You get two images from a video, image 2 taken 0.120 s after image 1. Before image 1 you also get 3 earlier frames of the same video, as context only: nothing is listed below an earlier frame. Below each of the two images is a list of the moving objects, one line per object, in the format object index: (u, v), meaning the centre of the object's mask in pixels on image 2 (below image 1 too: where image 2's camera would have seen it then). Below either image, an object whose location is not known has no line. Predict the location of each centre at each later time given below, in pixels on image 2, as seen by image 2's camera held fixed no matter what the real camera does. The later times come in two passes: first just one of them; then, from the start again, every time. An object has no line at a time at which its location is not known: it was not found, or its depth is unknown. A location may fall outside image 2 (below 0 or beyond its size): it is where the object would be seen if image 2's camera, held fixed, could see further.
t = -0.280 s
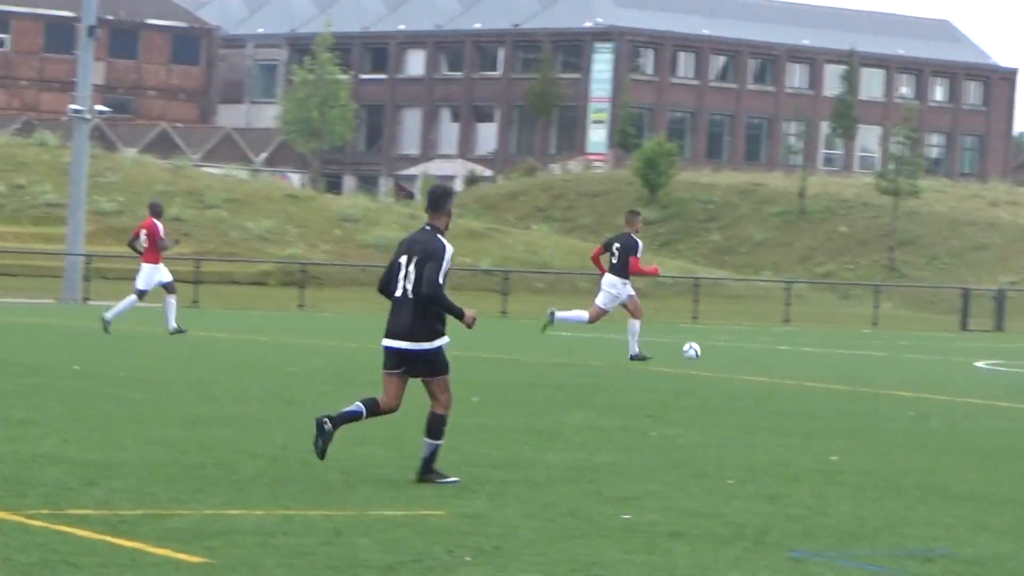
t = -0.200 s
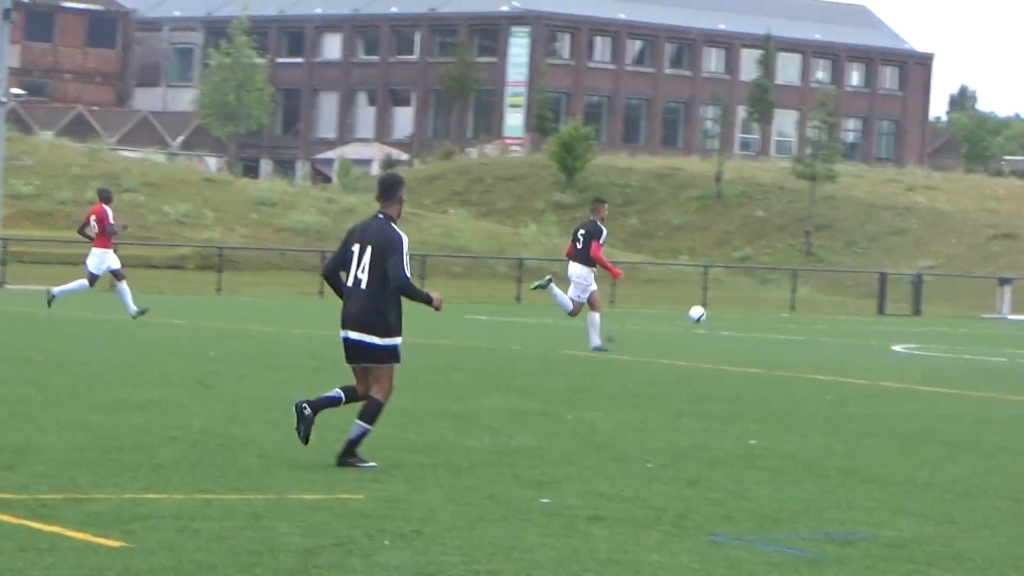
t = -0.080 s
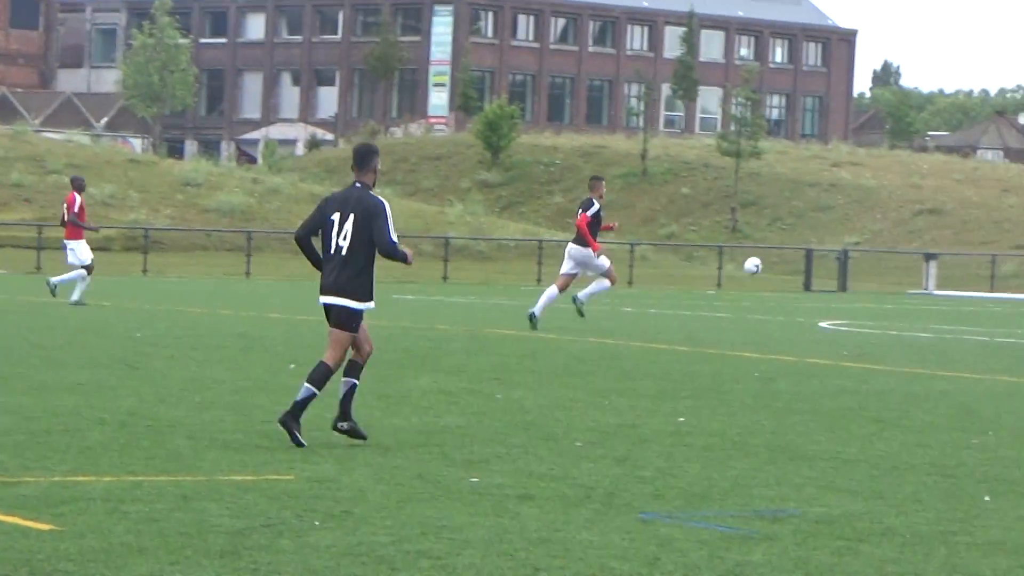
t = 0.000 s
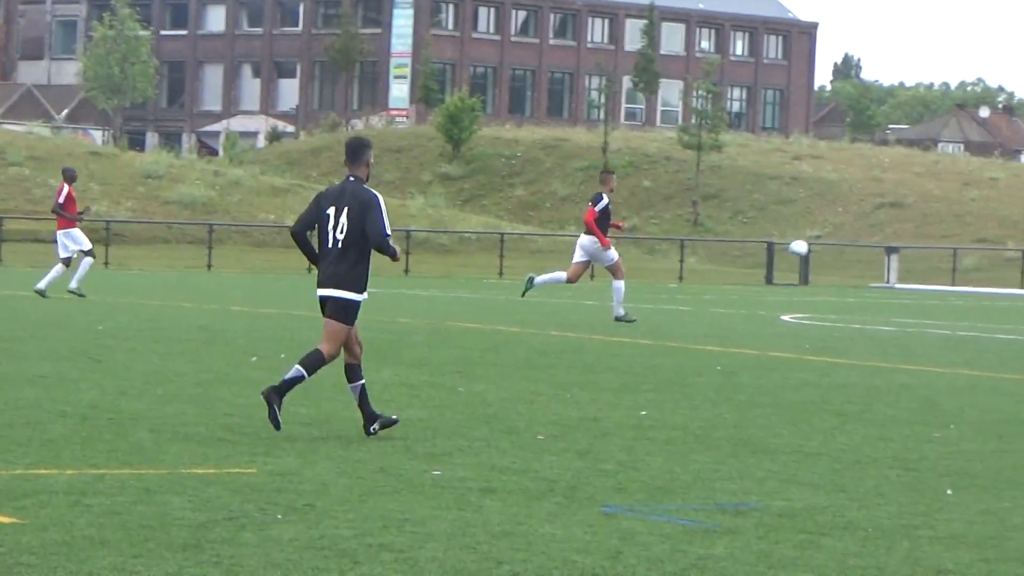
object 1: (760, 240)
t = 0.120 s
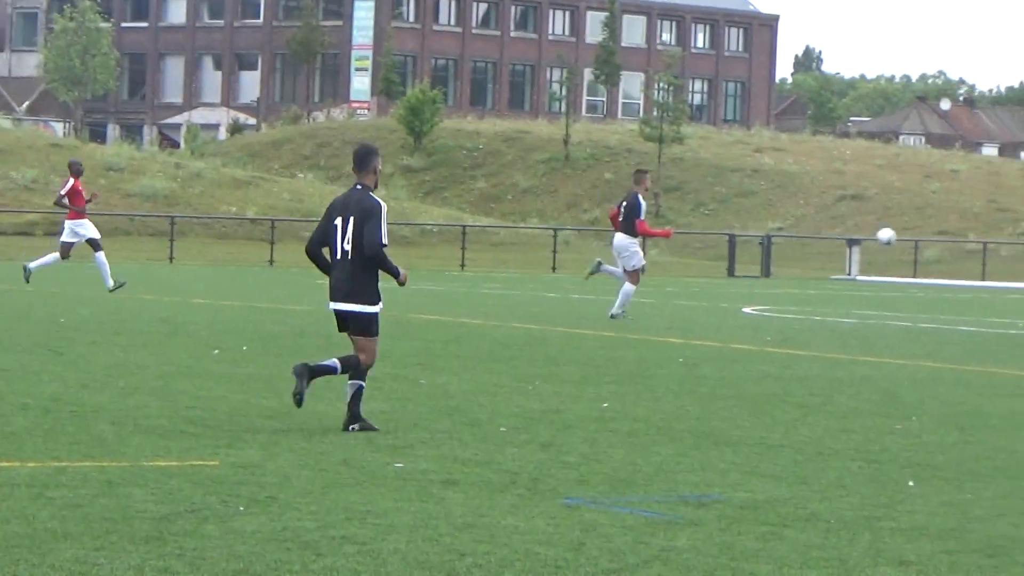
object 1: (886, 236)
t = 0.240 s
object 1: (1013, 242)
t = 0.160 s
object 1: (929, 236)
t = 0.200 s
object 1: (971, 239)
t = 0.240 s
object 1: (1013, 242)
